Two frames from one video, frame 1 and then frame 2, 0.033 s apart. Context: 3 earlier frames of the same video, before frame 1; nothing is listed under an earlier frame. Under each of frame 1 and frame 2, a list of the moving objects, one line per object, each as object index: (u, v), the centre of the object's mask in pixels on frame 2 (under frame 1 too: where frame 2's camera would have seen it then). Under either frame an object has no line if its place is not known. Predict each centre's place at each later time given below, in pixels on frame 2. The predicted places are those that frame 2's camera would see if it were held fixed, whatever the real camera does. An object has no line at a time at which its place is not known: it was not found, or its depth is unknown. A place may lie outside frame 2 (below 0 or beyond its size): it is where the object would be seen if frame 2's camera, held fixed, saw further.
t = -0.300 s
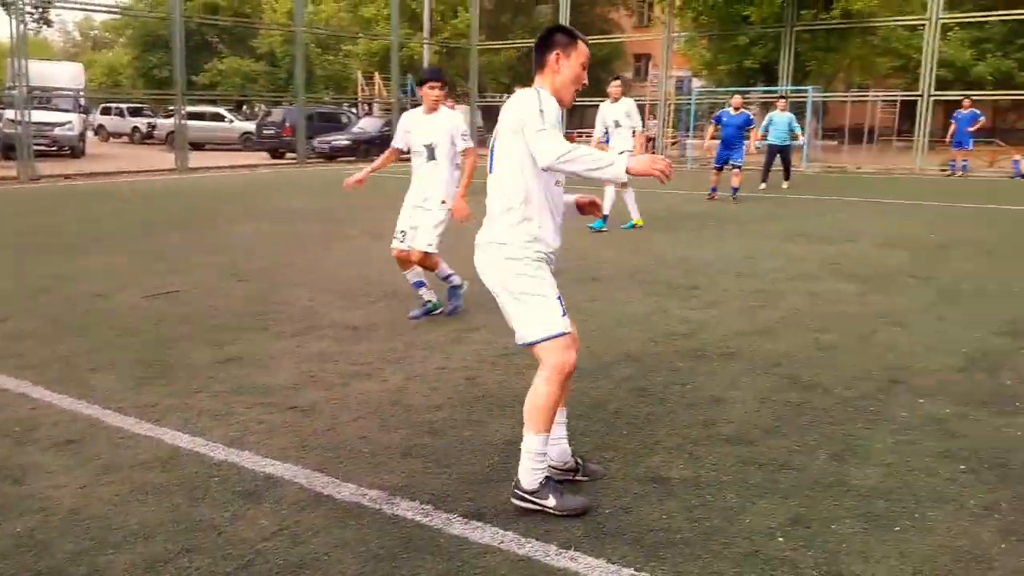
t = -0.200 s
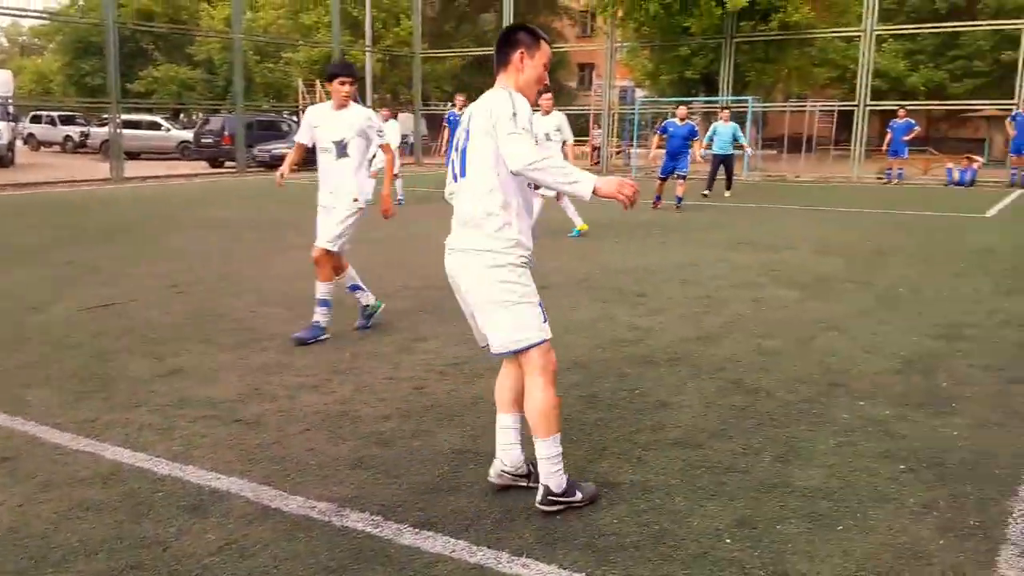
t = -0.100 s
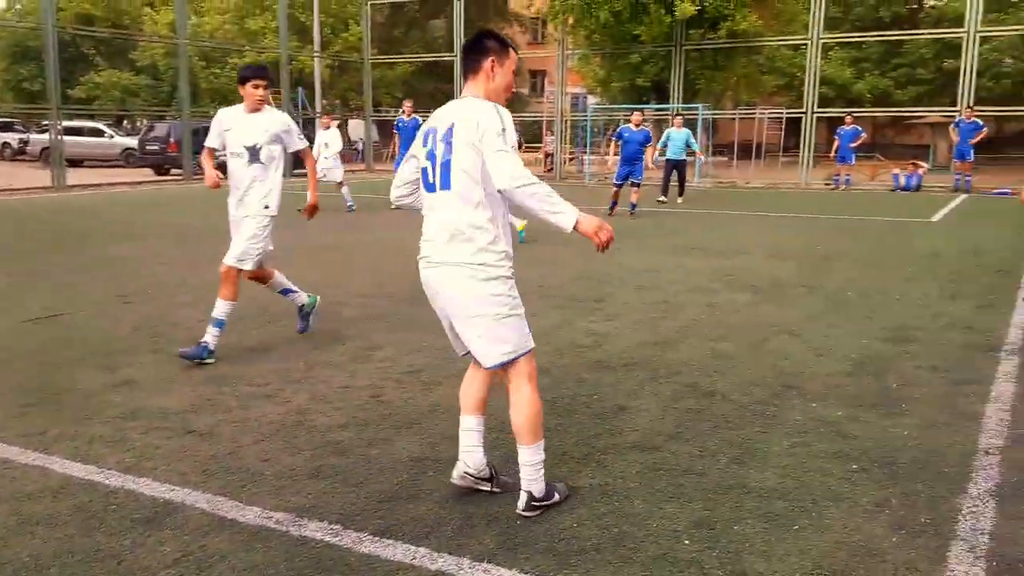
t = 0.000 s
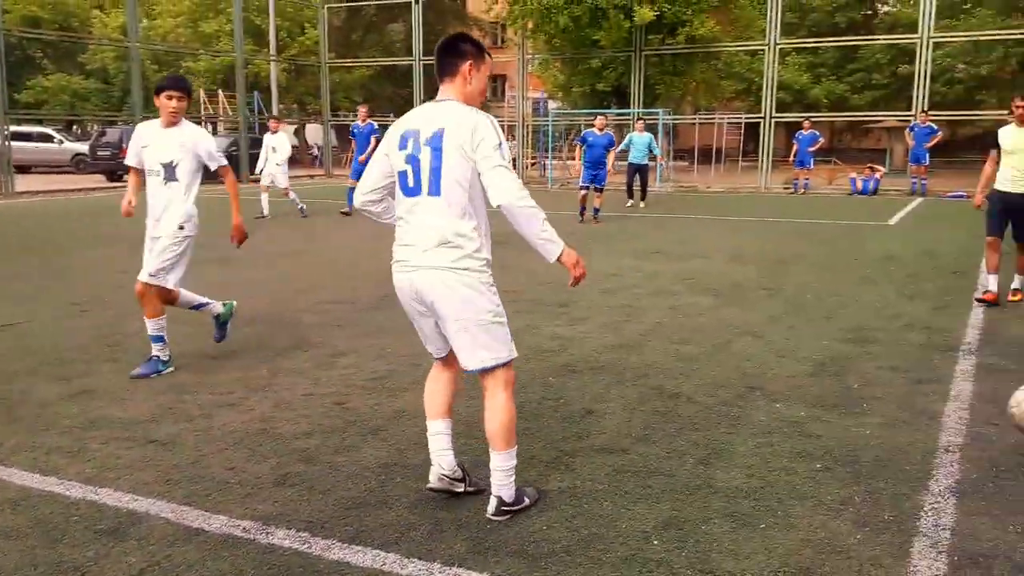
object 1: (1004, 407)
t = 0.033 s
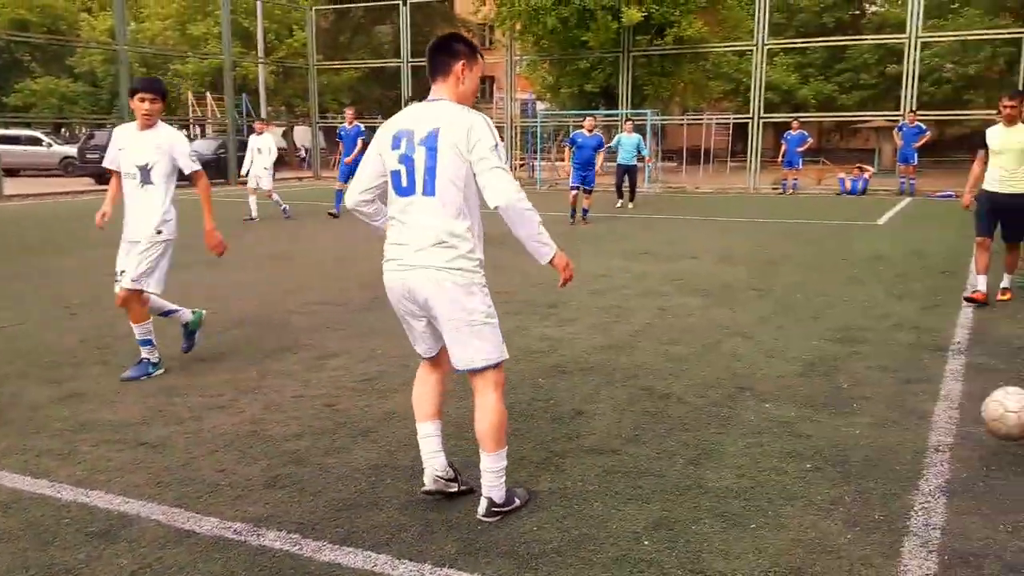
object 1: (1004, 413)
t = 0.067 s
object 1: (999, 422)
